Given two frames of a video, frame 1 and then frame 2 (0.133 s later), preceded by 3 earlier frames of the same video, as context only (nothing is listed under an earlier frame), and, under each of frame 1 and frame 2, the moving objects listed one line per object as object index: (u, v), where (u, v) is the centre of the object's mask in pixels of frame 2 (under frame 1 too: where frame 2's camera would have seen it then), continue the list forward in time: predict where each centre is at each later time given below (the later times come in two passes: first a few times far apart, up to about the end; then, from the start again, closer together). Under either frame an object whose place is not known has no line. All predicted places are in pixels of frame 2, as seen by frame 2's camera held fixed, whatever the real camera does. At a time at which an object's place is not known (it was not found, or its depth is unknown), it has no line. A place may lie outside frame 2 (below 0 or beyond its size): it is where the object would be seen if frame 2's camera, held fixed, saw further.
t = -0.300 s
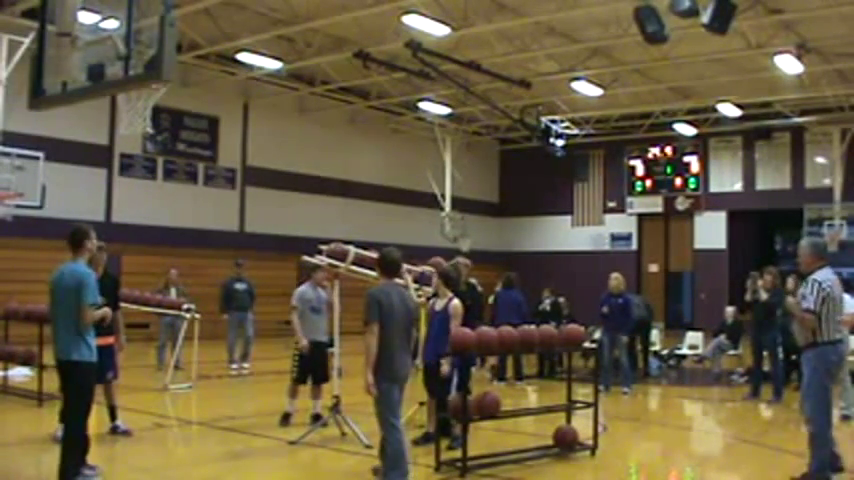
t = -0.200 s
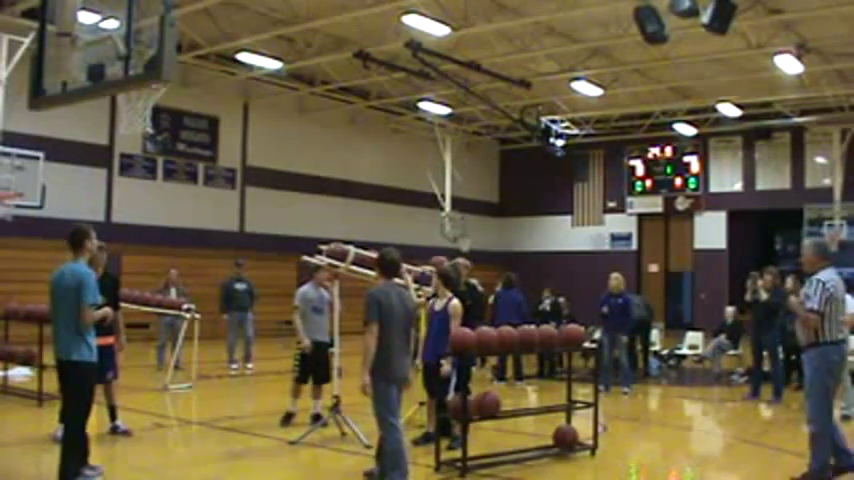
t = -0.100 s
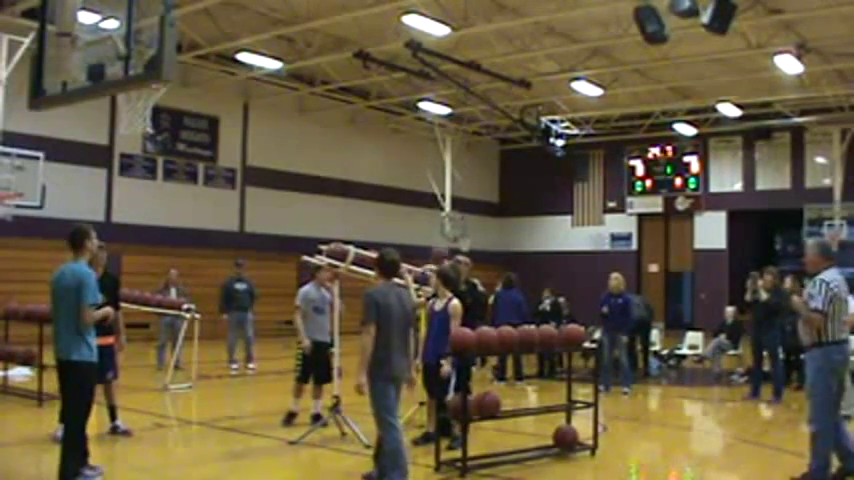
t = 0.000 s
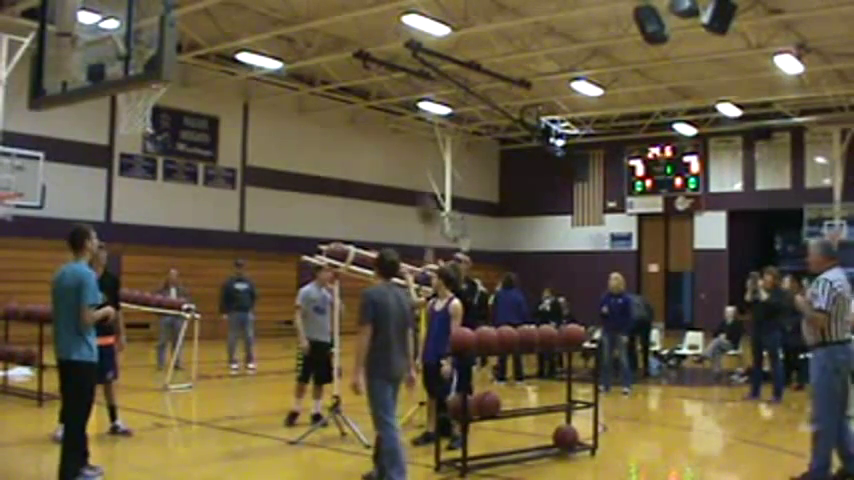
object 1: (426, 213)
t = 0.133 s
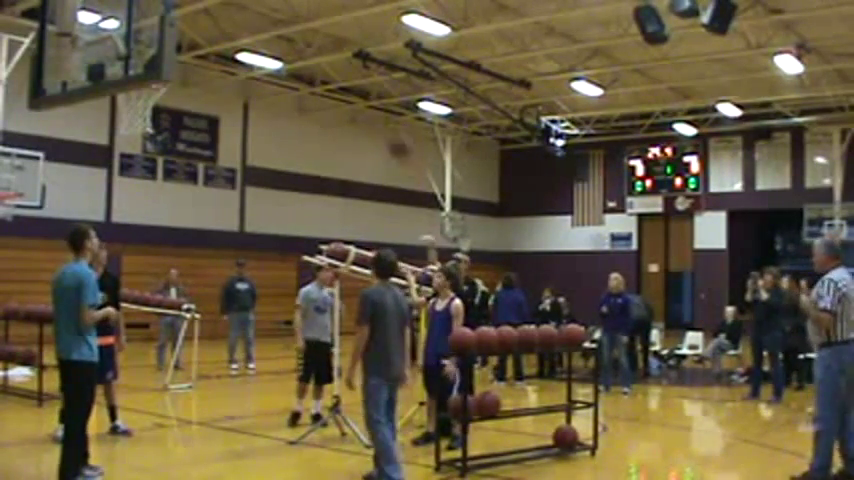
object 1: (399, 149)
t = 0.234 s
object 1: (375, 105)
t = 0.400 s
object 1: (342, 53)
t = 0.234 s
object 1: (375, 105)
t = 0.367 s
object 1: (345, 63)
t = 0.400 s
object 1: (342, 53)
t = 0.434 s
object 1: (334, 46)
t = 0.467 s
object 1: (319, 41)
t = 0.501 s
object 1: (310, 35)
